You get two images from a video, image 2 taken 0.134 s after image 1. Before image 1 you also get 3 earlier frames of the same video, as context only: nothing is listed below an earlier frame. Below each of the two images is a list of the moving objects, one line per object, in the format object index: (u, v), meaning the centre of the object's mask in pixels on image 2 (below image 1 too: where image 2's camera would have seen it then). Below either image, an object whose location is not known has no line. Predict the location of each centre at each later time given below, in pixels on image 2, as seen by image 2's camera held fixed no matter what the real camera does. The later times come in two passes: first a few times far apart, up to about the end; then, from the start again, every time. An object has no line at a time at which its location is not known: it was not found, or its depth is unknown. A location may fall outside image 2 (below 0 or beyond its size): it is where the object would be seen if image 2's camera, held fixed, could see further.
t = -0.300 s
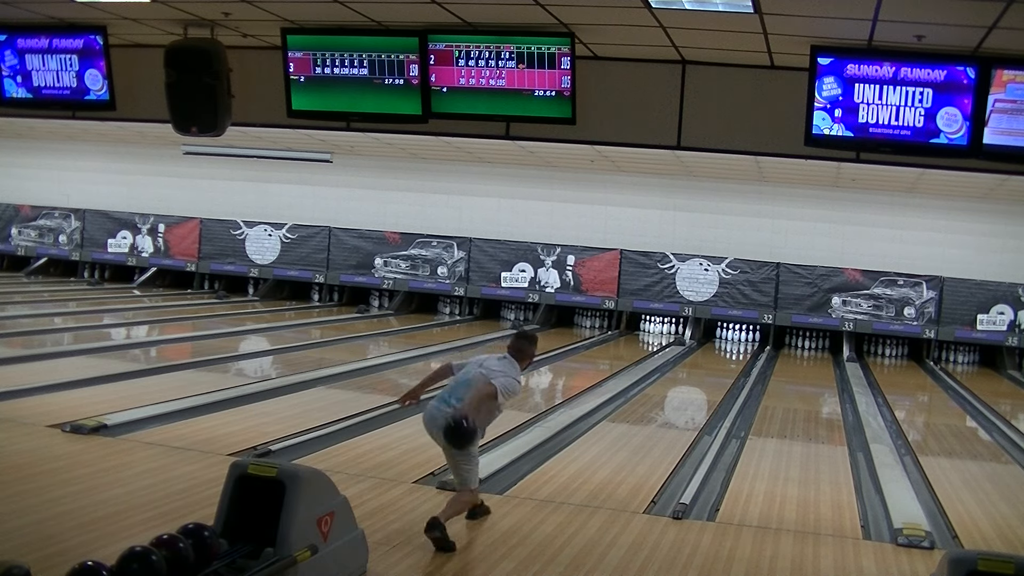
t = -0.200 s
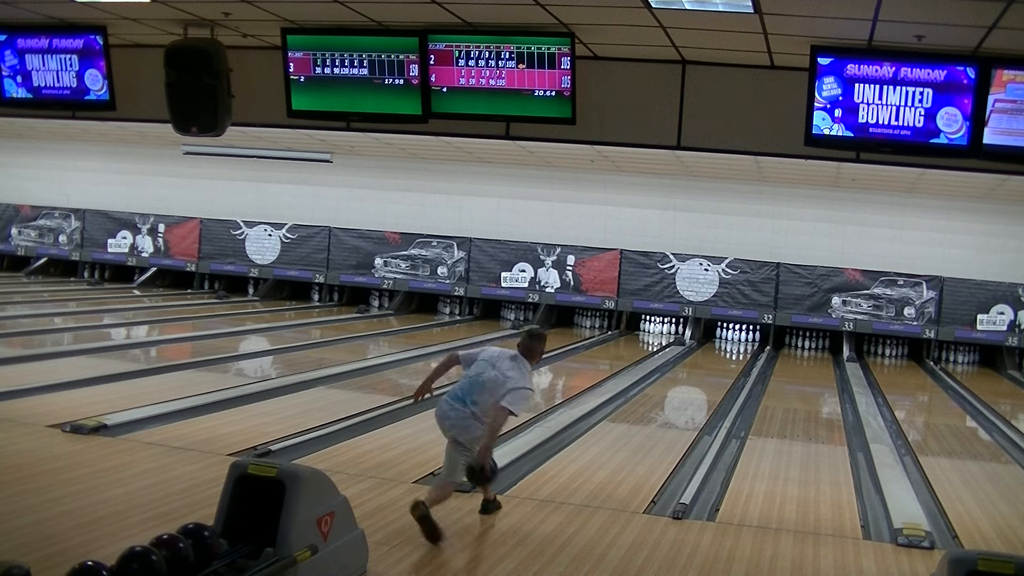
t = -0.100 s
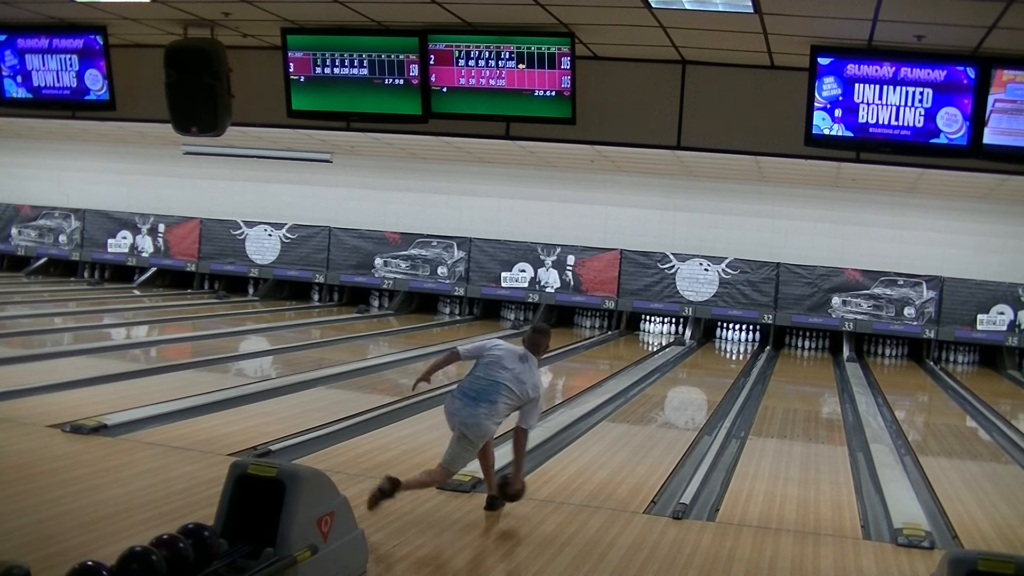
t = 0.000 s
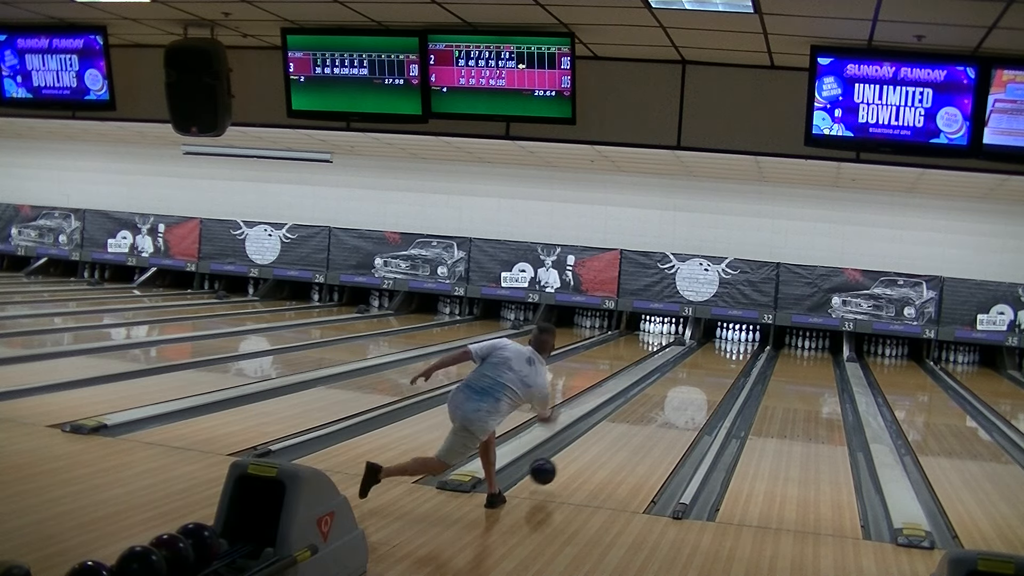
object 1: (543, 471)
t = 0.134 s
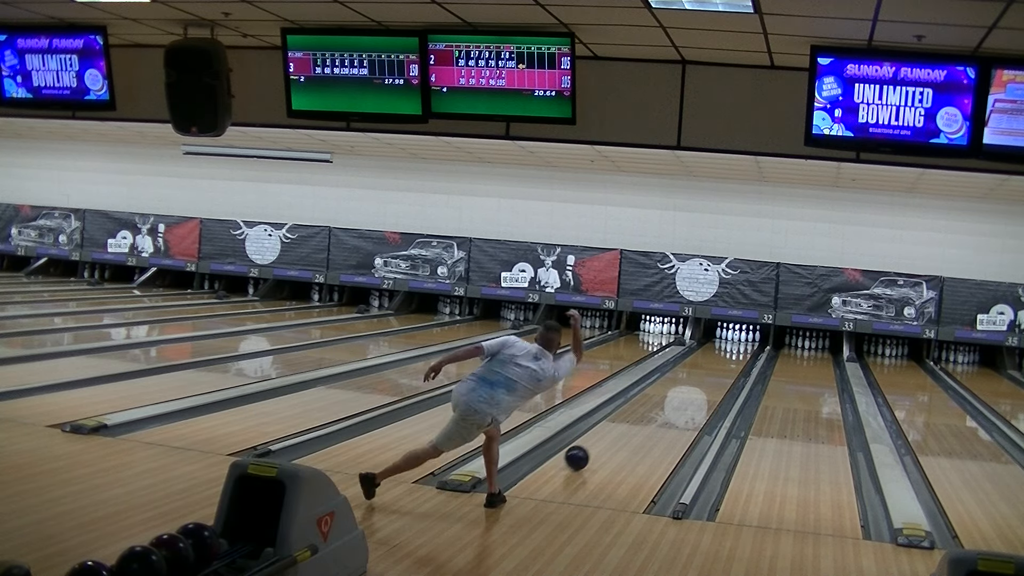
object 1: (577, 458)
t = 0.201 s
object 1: (592, 448)
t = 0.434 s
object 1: (633, 422)
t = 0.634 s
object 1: (659, 405)
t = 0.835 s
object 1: (679, 391)
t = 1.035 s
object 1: (696, 379)
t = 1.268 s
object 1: (711, 369)
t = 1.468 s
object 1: (721, 361)
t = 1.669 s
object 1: (729, 354)
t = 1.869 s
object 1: (734, 348)
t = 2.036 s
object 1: (737, 344)
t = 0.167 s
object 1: (584, 452)
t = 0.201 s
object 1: (592, 448)
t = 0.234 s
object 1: (598, 444)
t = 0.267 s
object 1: (605, 440)
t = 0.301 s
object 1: (611, 436)
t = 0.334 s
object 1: (617, 432)
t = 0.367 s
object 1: (622, 429)
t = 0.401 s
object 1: (627, 425)
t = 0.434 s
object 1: (633, 422)
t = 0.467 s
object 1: (638, 419)
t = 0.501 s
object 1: (642, 416)
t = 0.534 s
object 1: (647, 413)
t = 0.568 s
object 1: (651, 410)
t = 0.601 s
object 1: (655, 407)
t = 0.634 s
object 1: (659, 405)
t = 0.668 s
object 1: (663, 402)
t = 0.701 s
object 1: (666, 400)
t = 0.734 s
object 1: (670, 397)
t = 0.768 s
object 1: (673, 395)
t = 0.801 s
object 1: (676, 393)
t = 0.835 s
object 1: (679, 391)
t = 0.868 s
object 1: (682, 389)
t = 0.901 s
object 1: (685, 387)
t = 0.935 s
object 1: (688, 385)
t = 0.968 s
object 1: (691, 383)
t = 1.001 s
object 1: (693, 381)
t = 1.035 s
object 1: (696, 379)
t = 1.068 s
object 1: (698, 378)
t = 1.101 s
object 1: (700, 376)
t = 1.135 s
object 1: (702, 375)
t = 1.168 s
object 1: (705, 373)
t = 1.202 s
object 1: (707, 372)
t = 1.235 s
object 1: (709, 370)
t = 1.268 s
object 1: (711, 369)
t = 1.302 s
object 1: (712, 367)
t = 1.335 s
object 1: (714, 366)
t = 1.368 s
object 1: (716, 365)
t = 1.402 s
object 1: (718, 363)
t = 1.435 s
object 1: (719, 362)
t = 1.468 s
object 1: (721, 361)
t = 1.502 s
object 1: (722, 360)
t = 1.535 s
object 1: (724, 359)
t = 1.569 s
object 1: (725, 357)
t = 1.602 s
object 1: (727, 356)
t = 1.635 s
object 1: (728, 355)
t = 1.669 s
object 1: (729, 354)
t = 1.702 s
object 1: (730, 353)
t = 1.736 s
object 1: (731, 352)
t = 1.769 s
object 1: (732, 351)
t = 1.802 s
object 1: (733, 350)
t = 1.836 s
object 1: (734, 349)
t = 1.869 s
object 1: (734, 348)
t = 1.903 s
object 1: (735, 348)
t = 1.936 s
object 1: (736, 347)
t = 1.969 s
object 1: (736, 346)
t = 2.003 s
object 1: (737, 345)
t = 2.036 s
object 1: (737, 344)
